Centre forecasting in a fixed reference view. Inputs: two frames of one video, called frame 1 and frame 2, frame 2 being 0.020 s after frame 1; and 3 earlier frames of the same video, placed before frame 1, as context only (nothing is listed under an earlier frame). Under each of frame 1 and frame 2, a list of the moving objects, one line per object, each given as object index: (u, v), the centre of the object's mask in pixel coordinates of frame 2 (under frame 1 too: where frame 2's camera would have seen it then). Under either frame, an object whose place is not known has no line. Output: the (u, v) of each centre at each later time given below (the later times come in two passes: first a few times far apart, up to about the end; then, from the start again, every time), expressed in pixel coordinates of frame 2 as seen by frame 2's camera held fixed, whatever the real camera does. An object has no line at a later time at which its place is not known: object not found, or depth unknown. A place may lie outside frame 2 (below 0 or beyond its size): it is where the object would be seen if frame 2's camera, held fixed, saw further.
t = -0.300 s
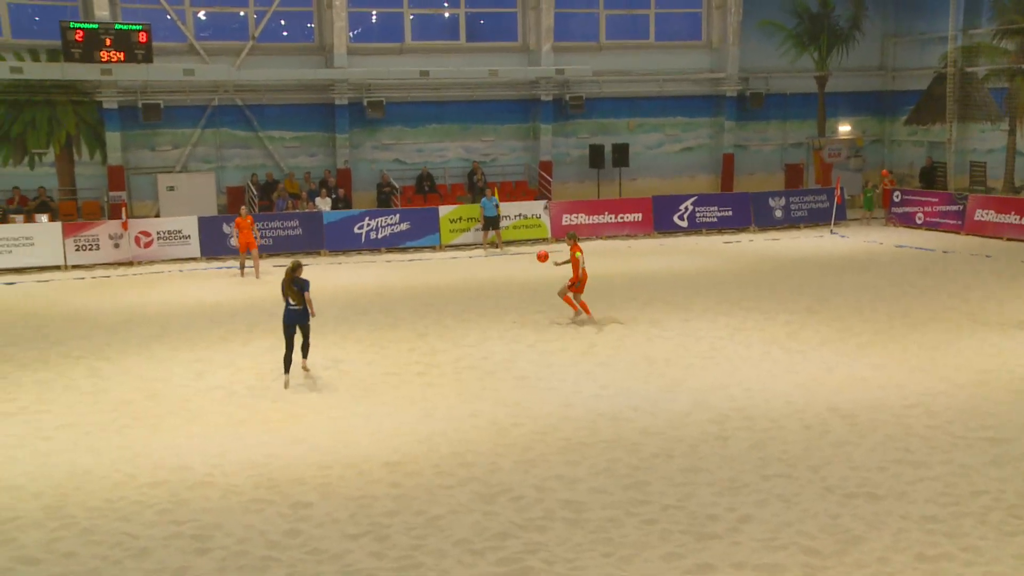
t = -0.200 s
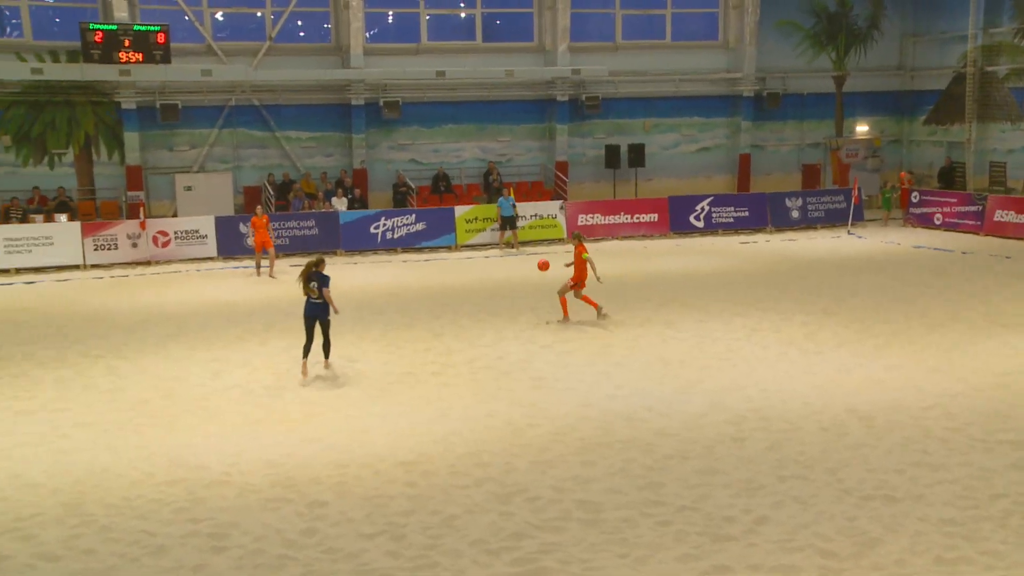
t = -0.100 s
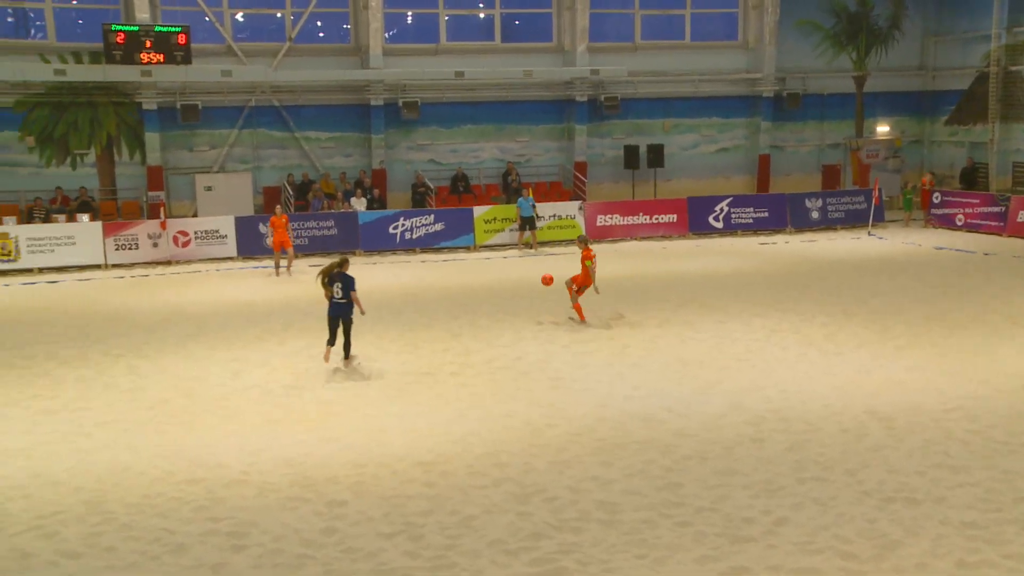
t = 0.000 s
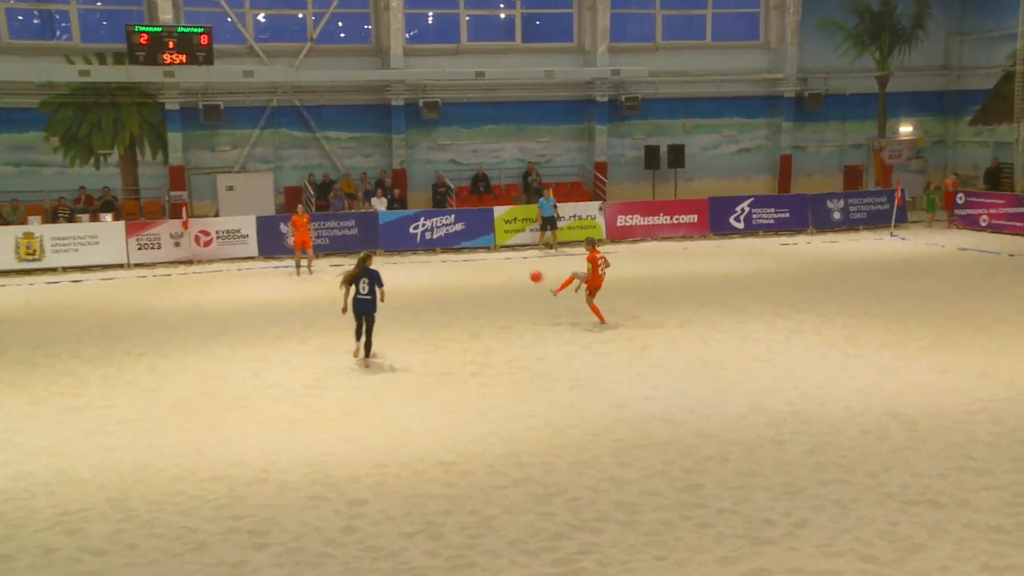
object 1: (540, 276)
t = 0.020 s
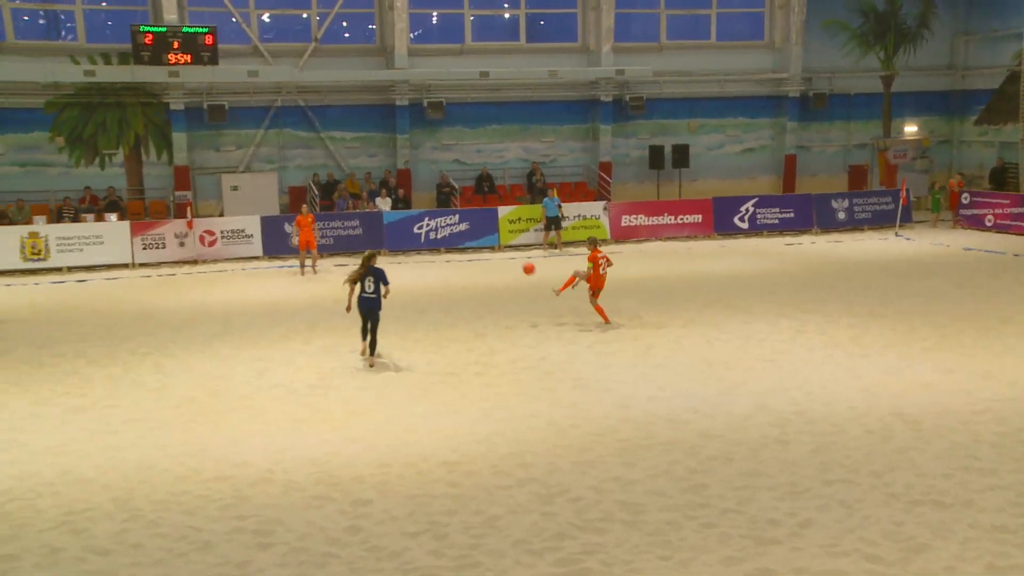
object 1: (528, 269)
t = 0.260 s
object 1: (388, 193)
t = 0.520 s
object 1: (229, 147)
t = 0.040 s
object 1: (517, 262)
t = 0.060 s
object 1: (506, 254)
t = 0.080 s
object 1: (494, 247)
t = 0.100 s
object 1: (483, 240)
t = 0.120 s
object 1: (471, 234)
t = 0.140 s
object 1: (459, 228)
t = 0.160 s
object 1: (447, 221)
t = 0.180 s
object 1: (436, 215)
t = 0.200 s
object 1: (424, 209)
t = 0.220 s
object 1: (412, 204)
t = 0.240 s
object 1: (401, 199)
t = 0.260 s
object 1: (388, 193)
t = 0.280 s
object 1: (376, 189)
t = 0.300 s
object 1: (364, 184)
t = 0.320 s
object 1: (352, 179)
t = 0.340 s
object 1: (340, 176)
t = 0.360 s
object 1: (328, 171)
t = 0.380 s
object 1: (316, 168)
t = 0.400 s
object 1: (304, 164)
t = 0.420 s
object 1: (292, 161)
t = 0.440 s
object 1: (280, 158)
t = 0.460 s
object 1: (267, 155)
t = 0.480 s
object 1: (254, 152)
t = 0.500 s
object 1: (242, 149)
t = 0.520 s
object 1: (229, 147)
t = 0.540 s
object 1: (217, 145)
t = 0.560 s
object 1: (204, 143)
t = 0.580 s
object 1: (191, 141)
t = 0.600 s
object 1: (178, 140)
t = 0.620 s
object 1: (166, 139)
